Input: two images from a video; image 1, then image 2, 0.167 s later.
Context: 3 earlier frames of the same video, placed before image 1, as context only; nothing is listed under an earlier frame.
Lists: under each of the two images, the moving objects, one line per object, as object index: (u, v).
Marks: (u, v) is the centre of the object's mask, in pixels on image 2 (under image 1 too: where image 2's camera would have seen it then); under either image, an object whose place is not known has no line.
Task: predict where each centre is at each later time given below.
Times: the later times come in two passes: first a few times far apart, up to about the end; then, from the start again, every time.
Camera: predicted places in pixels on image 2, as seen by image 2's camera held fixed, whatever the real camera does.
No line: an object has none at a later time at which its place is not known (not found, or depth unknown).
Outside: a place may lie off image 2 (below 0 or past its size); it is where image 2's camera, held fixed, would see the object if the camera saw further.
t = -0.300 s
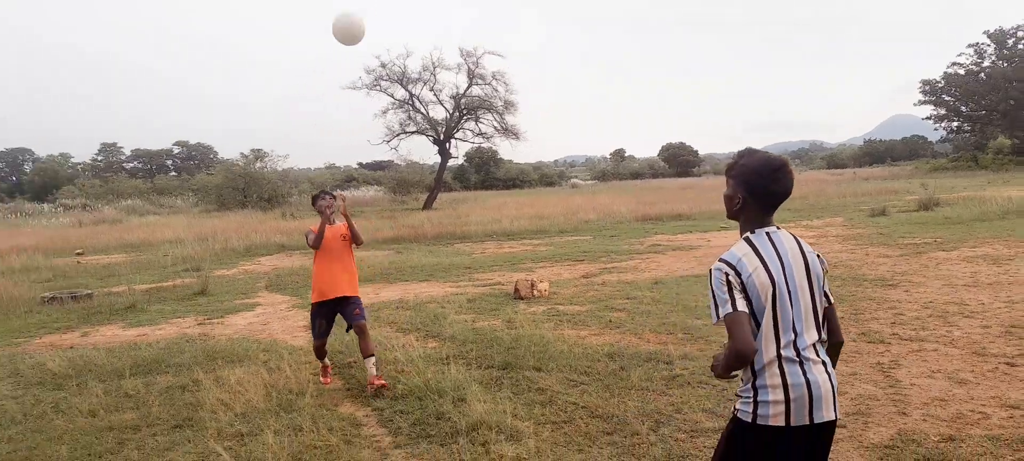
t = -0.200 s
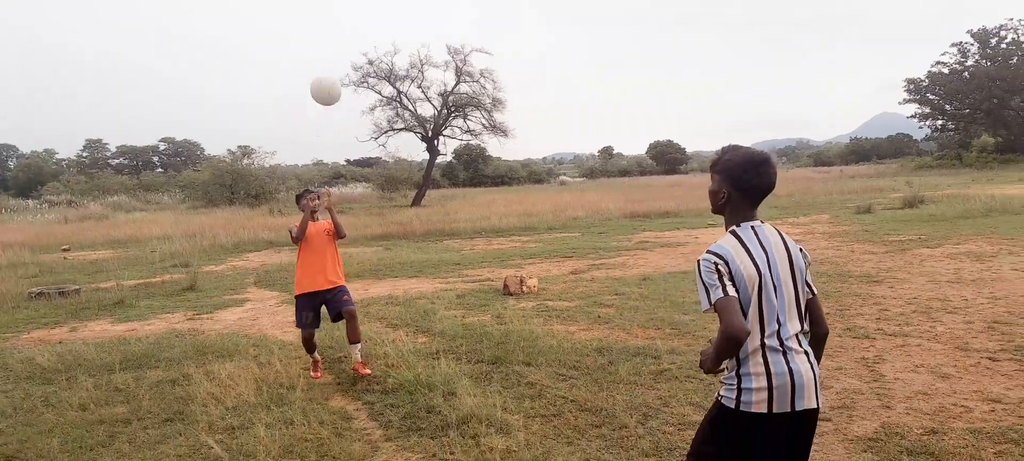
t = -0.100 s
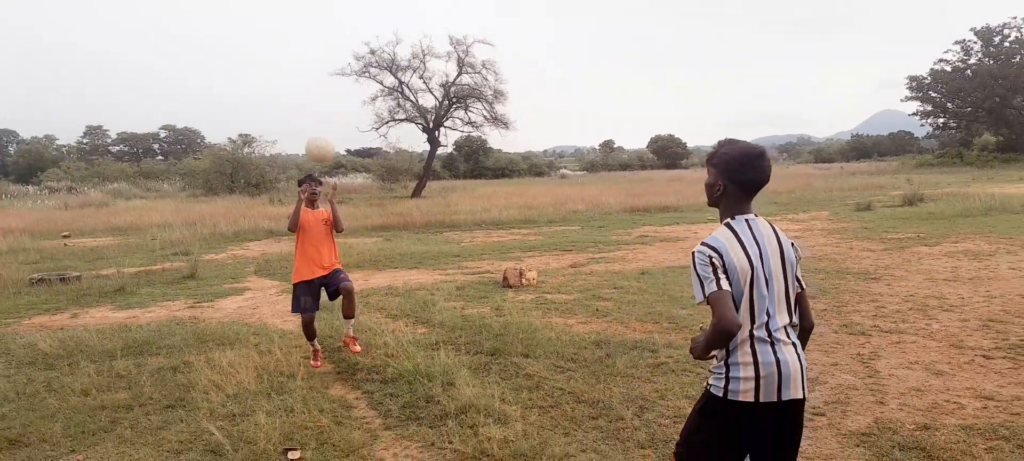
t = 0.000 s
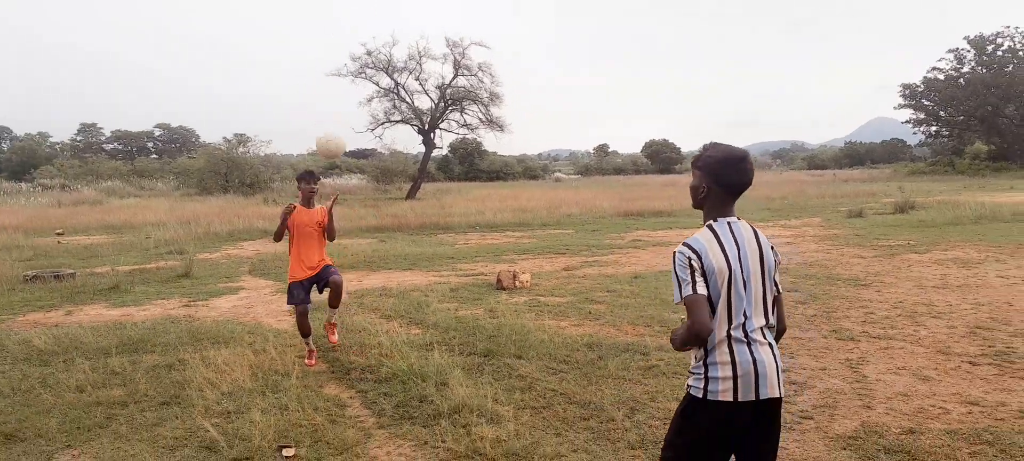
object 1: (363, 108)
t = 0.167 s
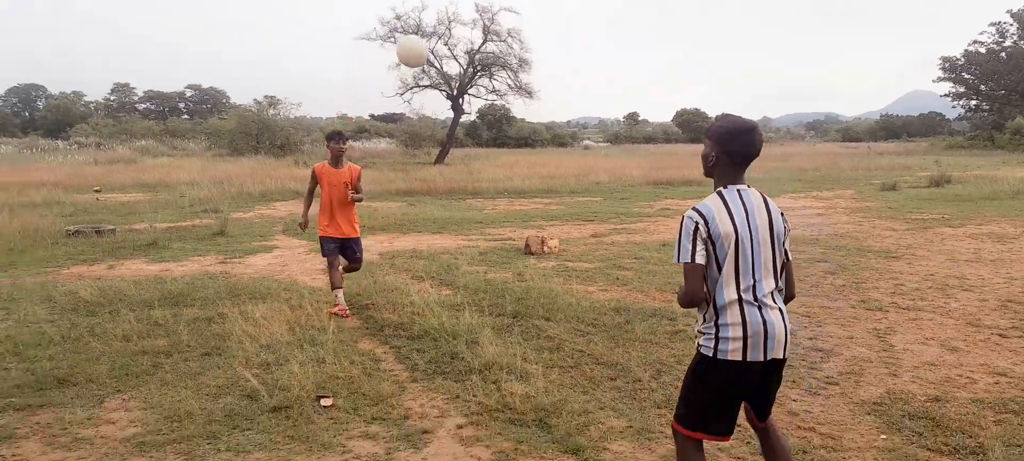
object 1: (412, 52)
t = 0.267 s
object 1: (451, 33)
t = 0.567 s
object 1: (576, 71)
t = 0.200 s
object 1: (425, 43)
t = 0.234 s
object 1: (438, 37)
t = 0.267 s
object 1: (451, 33)
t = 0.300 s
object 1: (463, 30)
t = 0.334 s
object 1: (475, 30)
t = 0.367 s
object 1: (488, 31)
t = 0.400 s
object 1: (500, 31)
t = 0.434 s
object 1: (513, 31)
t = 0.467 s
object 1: (529, 39)
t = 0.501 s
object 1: (544, 47)
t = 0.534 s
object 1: (560, 57)
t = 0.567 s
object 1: (576, 71)
